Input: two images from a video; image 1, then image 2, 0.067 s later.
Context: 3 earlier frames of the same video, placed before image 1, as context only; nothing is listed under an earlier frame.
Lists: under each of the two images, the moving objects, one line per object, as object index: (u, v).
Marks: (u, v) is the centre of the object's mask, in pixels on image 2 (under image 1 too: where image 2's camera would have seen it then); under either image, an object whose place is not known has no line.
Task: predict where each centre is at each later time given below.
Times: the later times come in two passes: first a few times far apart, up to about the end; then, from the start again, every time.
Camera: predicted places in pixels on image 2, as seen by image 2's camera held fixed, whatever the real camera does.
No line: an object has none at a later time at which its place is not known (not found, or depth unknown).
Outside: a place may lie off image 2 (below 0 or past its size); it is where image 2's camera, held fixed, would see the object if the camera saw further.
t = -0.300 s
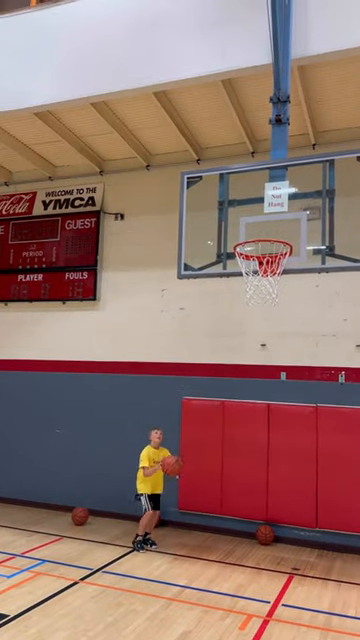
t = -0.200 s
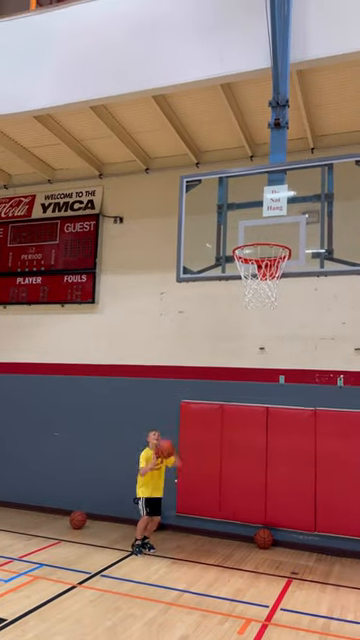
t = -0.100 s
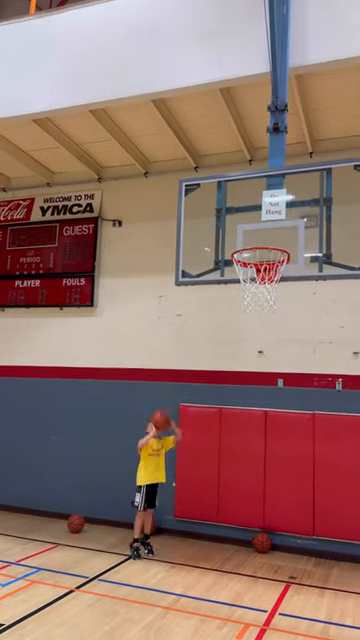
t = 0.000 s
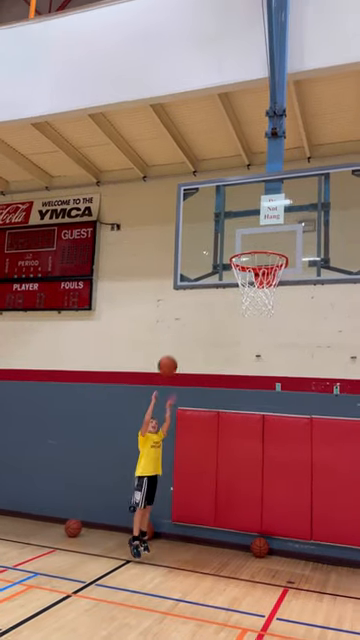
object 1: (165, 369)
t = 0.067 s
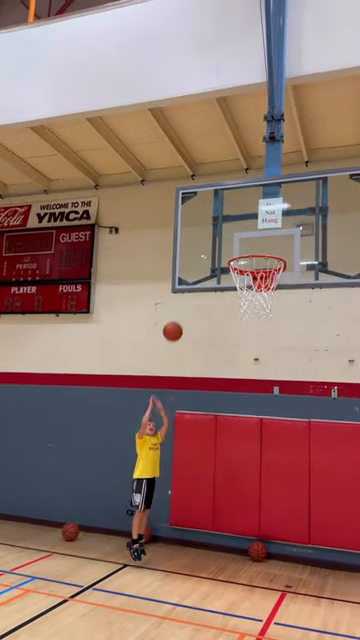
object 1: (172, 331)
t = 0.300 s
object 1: (197, 224)
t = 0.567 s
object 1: (227, 147)
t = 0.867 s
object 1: (264, 127)
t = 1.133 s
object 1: (302, 195)
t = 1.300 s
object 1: (332, 297)
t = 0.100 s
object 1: (176, 313)
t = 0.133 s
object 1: (180, 298)
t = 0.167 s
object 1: (186, 277)
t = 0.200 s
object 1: (187, 266)
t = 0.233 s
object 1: (190, 251)
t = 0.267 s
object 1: (194, 237)
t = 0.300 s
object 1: (197, 224)
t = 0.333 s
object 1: (201, 212)
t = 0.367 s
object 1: (205, 200)
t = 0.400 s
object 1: (206, 190)
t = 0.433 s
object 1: (212, 176)
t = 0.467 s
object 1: (216, 170)
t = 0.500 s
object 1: (220, 161)
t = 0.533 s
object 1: (223, 154)
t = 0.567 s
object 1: (227, 147)
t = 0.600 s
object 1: (231, 141)
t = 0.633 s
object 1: (235, 135)
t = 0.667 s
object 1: (238, 132)
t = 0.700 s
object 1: (243, 128)
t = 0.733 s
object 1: (246, 126)
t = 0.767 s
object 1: (251, 125)
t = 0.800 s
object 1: (254, 124)
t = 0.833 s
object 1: (259, 126)
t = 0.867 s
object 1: (264, 127)
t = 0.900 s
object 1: (268, 131)
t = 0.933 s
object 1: (272, 136)
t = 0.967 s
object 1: (277, 142)
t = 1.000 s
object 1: (282, 149)
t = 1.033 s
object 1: (287, 158)
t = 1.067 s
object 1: (292, 168)
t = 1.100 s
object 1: (297, 181)
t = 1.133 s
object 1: (302, 195)
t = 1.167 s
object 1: (308, 211)
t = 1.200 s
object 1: (314, 229)
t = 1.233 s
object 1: (319, 249)
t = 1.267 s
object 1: (326, 271)
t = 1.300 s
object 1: (332, 297)
